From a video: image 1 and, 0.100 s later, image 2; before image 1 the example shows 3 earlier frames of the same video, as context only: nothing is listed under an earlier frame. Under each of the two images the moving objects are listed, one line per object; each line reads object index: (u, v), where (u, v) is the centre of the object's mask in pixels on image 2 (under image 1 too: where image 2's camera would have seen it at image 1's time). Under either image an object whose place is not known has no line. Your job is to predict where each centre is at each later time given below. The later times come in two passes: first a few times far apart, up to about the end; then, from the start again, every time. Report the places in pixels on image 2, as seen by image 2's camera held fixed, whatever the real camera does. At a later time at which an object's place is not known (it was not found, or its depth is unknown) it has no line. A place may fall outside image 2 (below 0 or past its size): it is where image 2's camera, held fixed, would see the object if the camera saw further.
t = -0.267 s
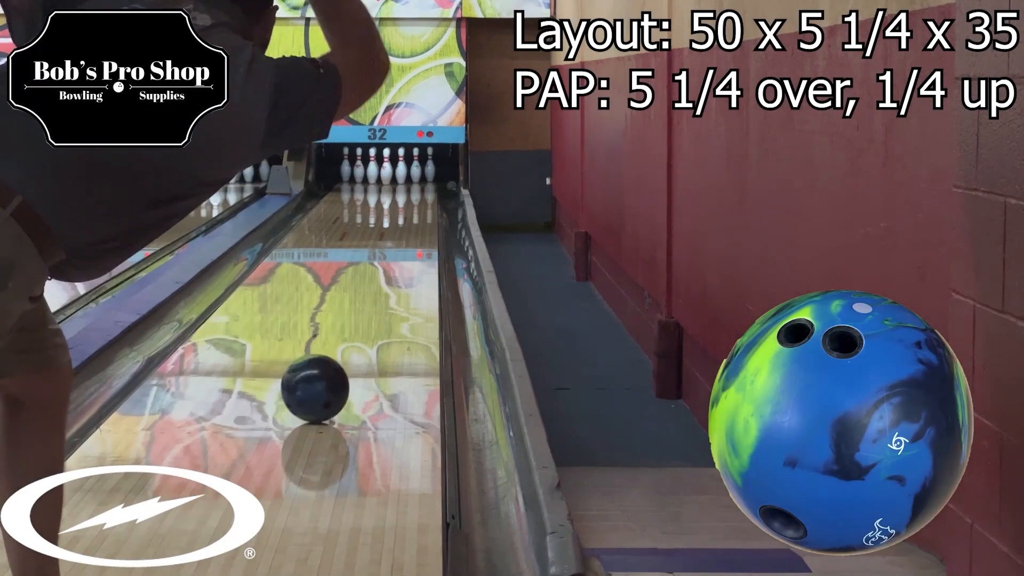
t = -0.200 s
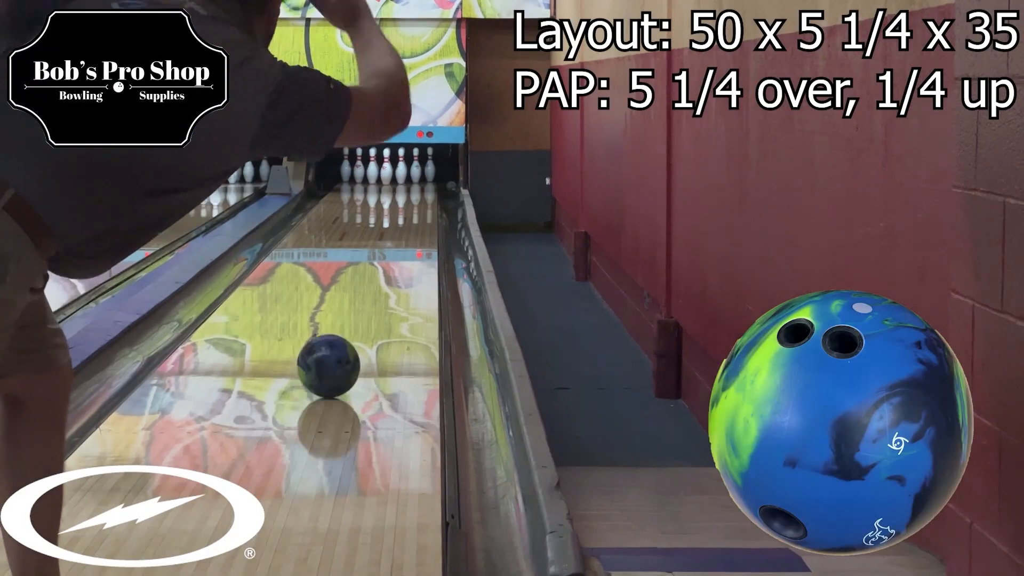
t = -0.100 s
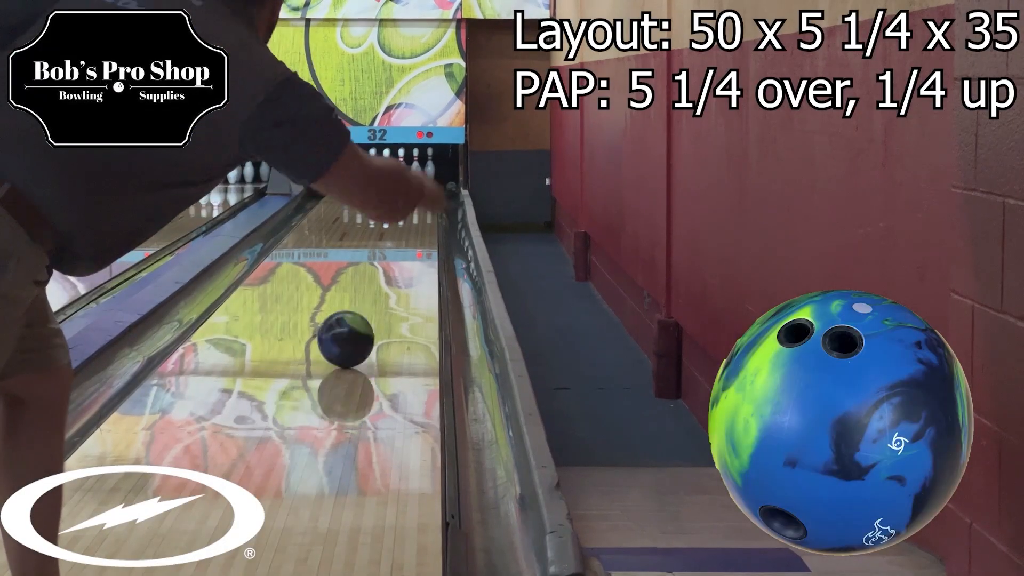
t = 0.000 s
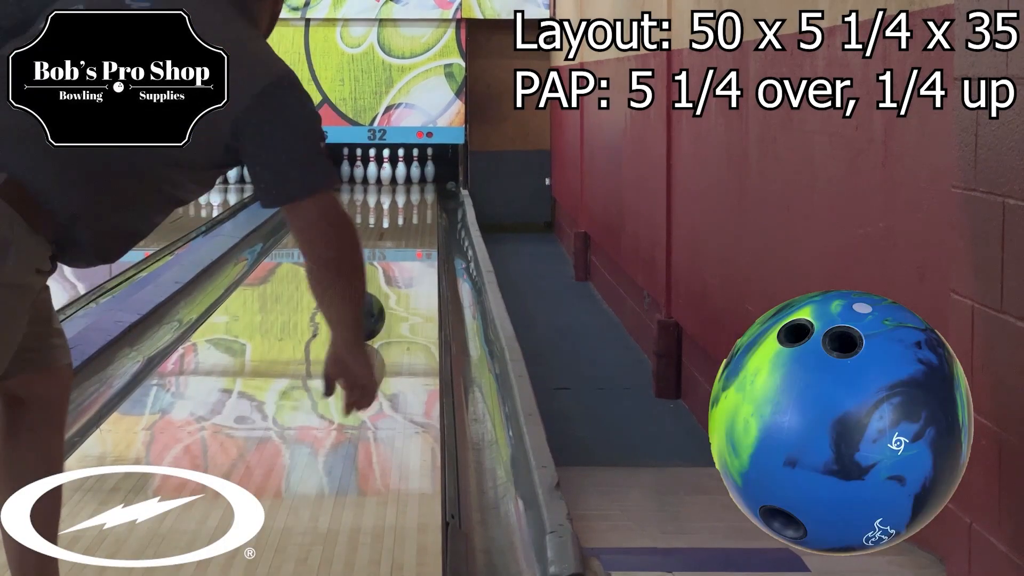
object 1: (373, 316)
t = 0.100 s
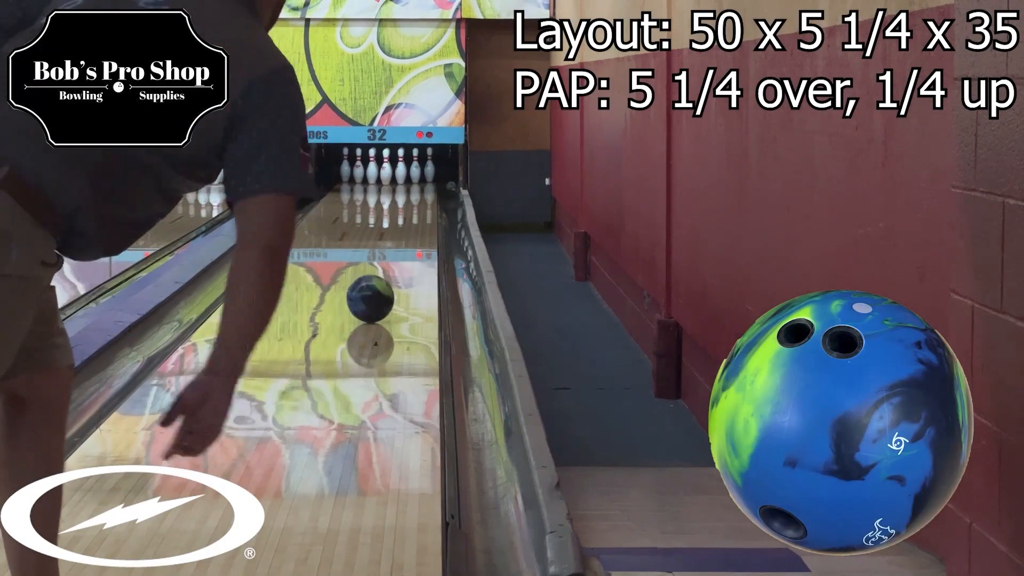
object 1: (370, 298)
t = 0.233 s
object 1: (382, 278)
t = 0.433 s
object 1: (396, 253)
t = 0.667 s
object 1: (408, 231)
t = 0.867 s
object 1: (415, 217)
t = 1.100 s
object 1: (418, 204)
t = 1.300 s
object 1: (416, 195)
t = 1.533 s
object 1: (409, 186)
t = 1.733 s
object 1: (398, 180)
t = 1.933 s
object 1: (394, 175)
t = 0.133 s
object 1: (373, 293)
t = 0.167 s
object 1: (377, 288)
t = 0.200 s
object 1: (380, 283)
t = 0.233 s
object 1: (382, 278)
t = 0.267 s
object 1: (385, 273)
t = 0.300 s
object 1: (387, 269)
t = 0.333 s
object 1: (390, 265)
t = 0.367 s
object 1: (392, 261)
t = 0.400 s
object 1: (394, 257)
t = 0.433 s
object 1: (396, 253)
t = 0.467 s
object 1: (398, 249)
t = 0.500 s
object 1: (399, 247)
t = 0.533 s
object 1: (402, 242)
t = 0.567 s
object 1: (403, 239)
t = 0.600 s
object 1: (405, 236)
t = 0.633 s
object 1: (406, 234)
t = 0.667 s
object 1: (408, 231)
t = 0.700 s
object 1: (408, 229)
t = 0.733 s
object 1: (410, 225)
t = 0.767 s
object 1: (412, 223)
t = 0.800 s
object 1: (413, 221)
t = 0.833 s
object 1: (413, 219)
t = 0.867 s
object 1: (415, 217)
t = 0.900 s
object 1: (415, 215)
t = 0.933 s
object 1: (416, 213)
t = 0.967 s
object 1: (417, 211)
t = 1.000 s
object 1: (417, 209)
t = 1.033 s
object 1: (417, 207)
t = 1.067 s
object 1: (417, 206)
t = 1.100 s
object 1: (418, 204)
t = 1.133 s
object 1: (417, 203)
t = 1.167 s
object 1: (418, 201)
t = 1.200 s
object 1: (417, 199)
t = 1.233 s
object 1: (417, 198)
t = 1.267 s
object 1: (416, 196)
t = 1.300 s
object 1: (416, 195)
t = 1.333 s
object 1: (415, 194)
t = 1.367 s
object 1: (414, 192)
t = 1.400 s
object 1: (413, 191)
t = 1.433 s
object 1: (412, 190)
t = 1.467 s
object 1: (411, 188)
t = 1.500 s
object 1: (409, 187)
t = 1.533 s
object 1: (409, 186)
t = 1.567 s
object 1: (406, 185)
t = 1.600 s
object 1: (404, 184)
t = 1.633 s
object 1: (402, 183)
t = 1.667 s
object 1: (401, 182)
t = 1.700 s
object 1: (400, 181)
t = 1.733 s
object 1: (398, 180)
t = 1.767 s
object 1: (397, 179)
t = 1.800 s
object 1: (397, 178)
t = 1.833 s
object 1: (394, 177)
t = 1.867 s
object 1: (393, 176)
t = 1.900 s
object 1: (394, 176)
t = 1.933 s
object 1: (394, 175)
